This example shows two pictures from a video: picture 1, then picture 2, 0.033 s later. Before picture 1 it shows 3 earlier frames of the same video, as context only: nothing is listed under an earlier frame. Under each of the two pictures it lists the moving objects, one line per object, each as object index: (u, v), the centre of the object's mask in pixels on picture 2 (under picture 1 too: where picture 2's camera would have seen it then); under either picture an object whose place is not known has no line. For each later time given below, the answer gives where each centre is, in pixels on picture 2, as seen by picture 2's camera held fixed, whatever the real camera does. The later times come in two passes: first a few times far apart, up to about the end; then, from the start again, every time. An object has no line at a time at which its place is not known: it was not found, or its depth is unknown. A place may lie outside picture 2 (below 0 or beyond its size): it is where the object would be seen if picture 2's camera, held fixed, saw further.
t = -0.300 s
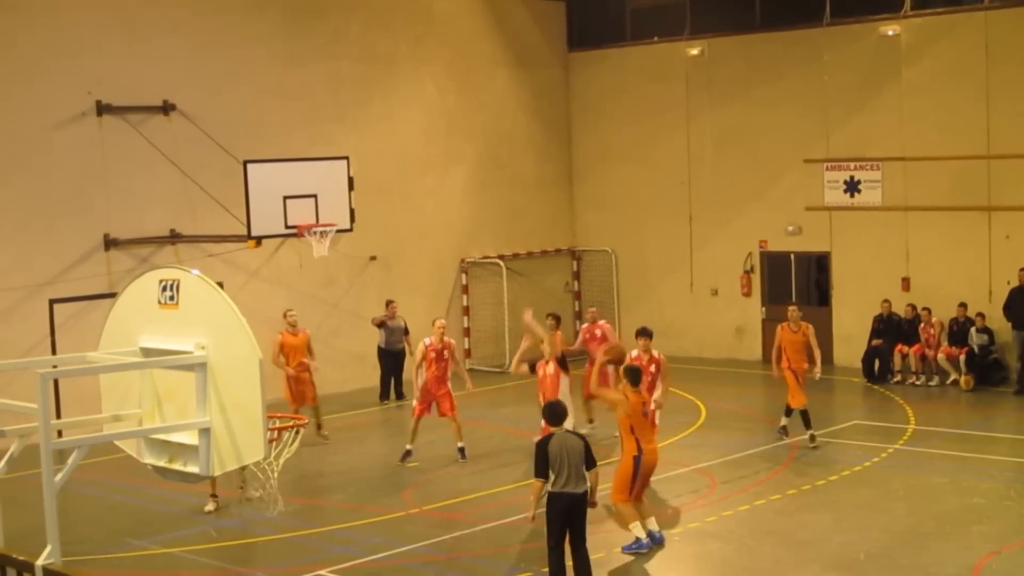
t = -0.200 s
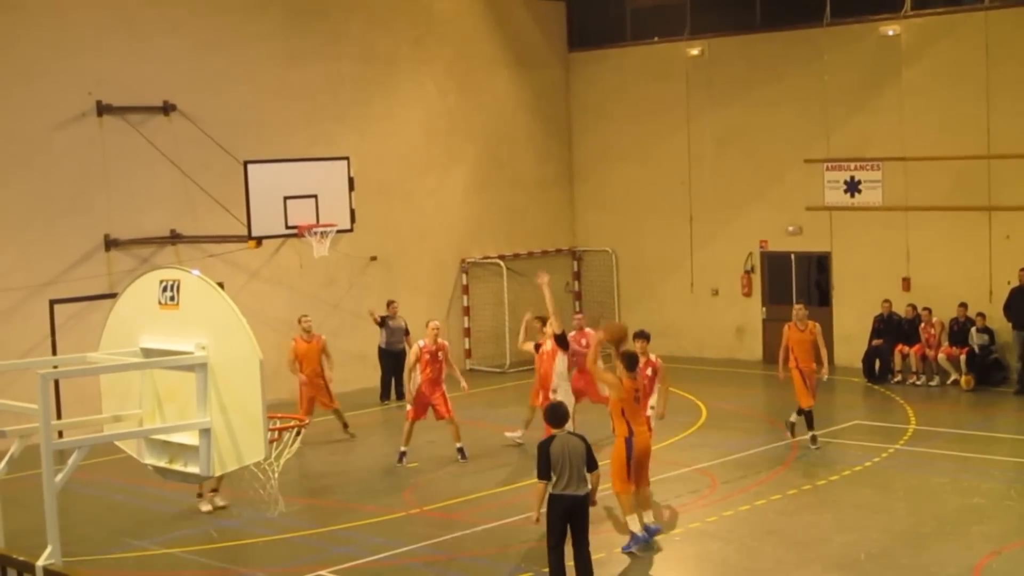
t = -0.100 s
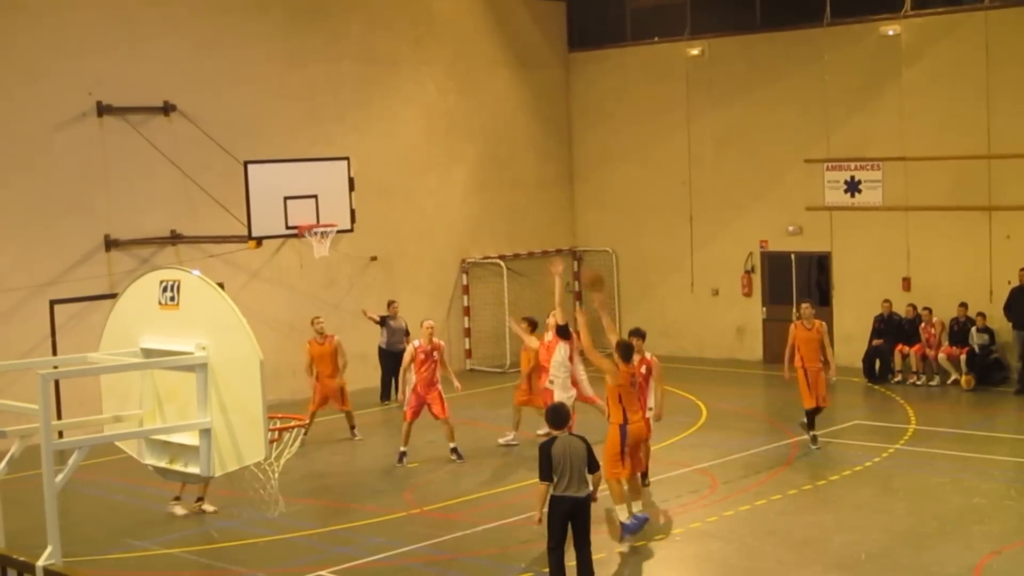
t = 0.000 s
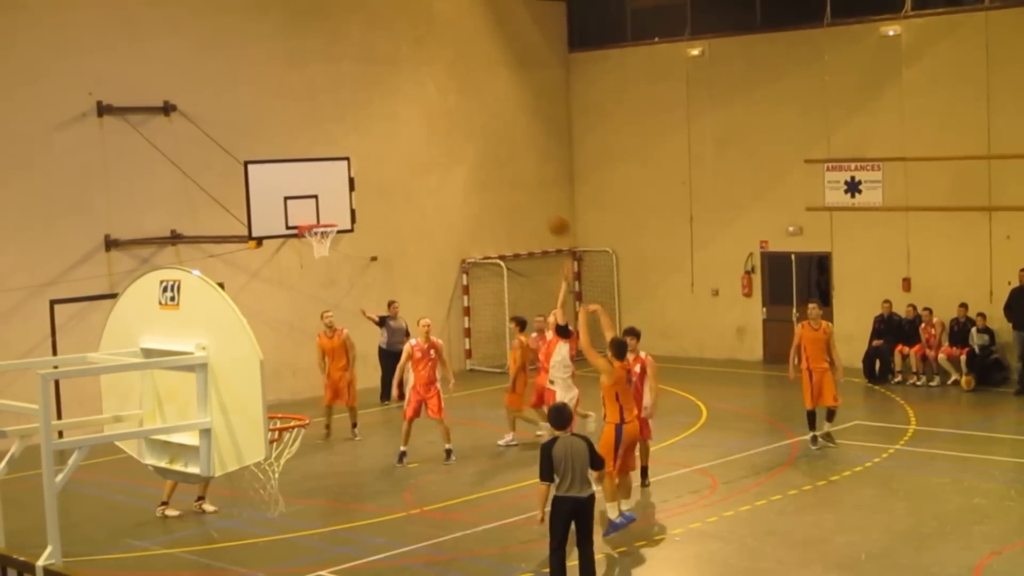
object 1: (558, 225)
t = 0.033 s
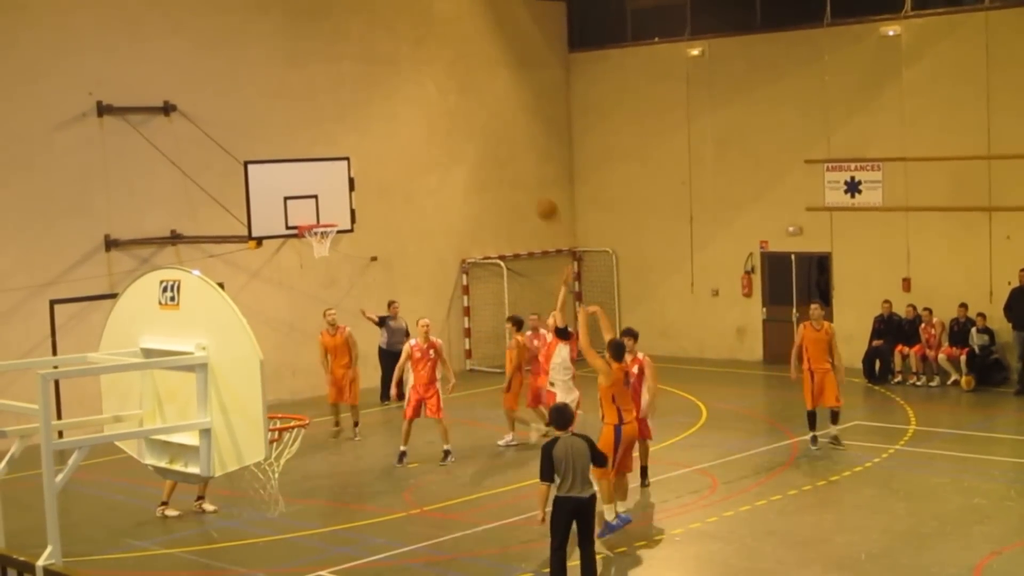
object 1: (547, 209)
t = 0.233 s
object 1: (488, 143)
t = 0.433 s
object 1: (437, 116)
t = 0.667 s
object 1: (387, 129)
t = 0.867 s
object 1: (351, 169)
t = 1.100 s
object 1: (317, 242)
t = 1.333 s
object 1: (309, 279)
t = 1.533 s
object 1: (304, 342)
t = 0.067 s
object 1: (537, 195)
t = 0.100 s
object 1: (527, 183)
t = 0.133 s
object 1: (517, 171)
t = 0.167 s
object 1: (506, 160)
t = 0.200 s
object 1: (497, 152)
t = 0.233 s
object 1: (488, 143)
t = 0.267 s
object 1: (478, 135)
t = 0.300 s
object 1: (470, 130)
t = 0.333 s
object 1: (462, 125)
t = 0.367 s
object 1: (453, 121)
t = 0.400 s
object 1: (445, 118)
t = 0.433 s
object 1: (437, 116)
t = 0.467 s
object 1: (429, 116)
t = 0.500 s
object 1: (422, 116)
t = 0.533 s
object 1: (415, 117)
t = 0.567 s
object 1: (407, 119)
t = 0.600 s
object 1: (401, 121)
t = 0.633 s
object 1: (394, 125)
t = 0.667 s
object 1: (387, 129)
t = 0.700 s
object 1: (381, 134)
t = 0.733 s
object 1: (374, 140)
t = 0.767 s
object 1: (368, 146)
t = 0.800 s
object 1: (363, 153)
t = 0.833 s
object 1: (357, 161)
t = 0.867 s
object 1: (351, 169)
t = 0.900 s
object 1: (345, 178)
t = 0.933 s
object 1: (340, 189)
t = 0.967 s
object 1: (335, 199)
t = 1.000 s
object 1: (330, 210)
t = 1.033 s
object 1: (325, 219)
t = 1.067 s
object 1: (321, 236)
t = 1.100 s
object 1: (317, 242)
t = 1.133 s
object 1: (317, 246)
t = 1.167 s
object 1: (315, 249)
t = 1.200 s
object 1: (313, 255)
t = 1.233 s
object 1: (312, 259)
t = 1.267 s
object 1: (312, 264)
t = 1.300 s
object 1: (310, 271)
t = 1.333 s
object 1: (309, 279)
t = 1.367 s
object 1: (308, 288)
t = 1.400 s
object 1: (307, 297)
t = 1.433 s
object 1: (307, 307)
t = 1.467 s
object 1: (306, 318)
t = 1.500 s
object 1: (305, 330)
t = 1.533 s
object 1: (304, 342)
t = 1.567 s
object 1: (304, 357)
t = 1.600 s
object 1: (303, 371)
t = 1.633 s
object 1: (302, 387)
